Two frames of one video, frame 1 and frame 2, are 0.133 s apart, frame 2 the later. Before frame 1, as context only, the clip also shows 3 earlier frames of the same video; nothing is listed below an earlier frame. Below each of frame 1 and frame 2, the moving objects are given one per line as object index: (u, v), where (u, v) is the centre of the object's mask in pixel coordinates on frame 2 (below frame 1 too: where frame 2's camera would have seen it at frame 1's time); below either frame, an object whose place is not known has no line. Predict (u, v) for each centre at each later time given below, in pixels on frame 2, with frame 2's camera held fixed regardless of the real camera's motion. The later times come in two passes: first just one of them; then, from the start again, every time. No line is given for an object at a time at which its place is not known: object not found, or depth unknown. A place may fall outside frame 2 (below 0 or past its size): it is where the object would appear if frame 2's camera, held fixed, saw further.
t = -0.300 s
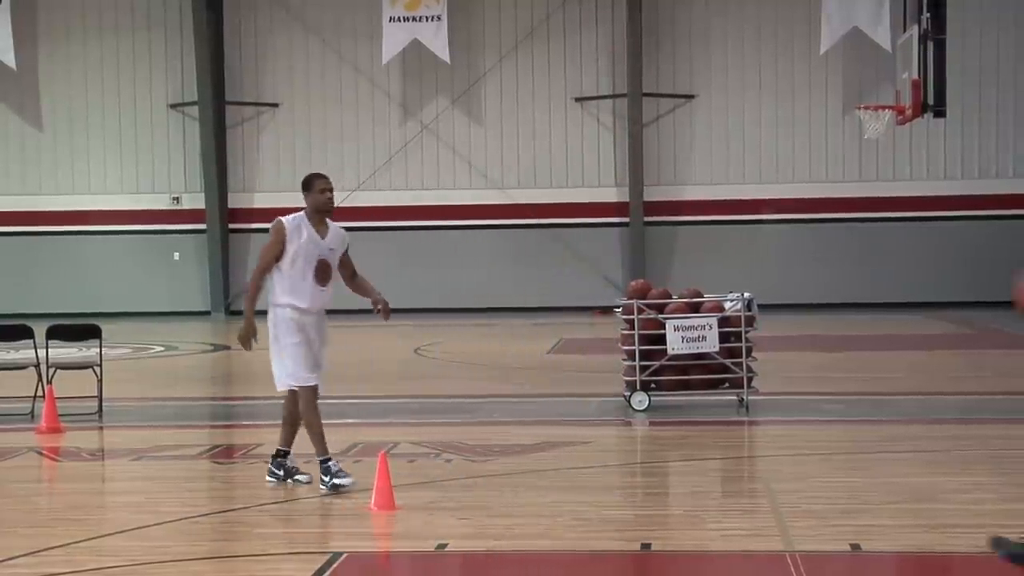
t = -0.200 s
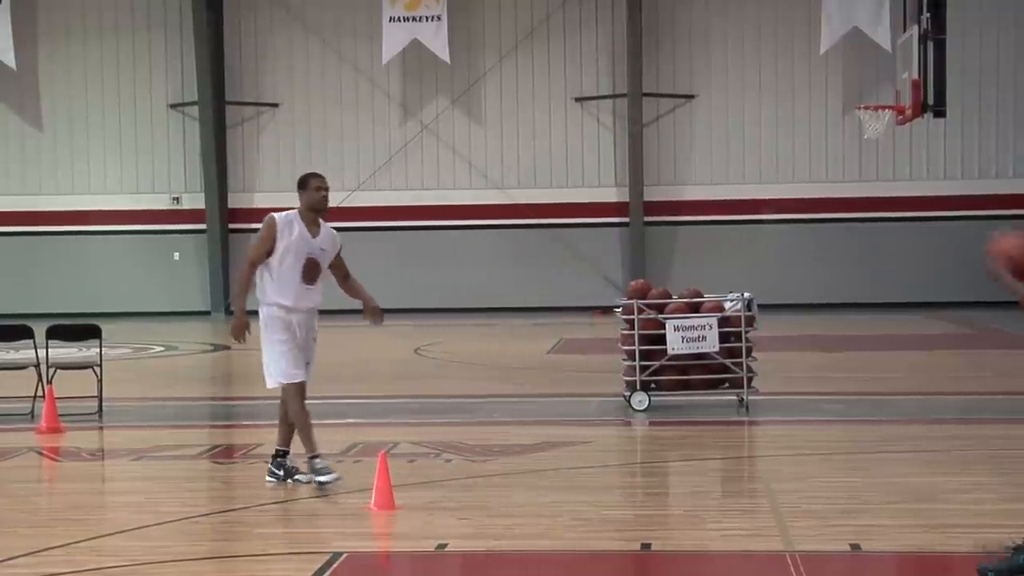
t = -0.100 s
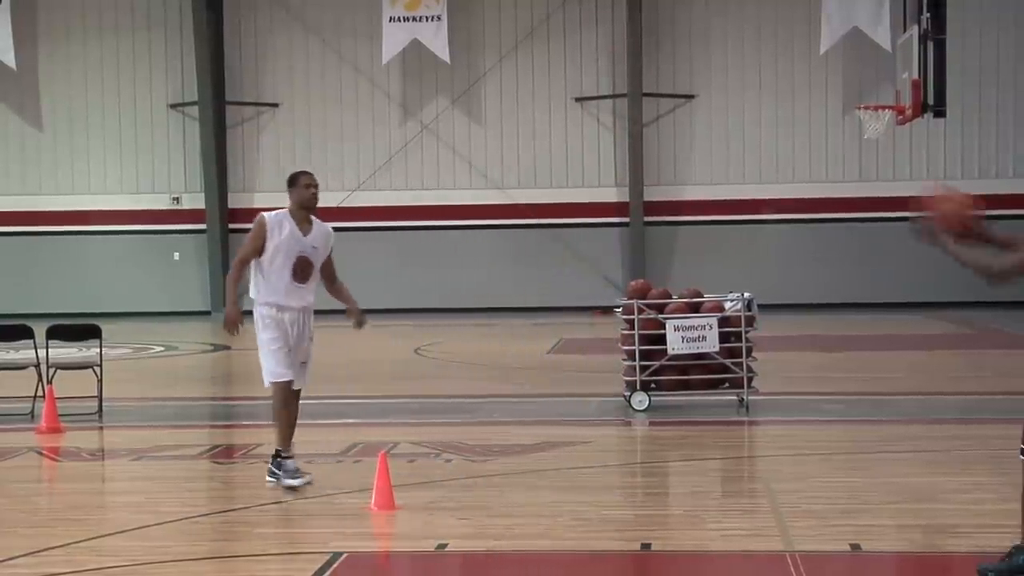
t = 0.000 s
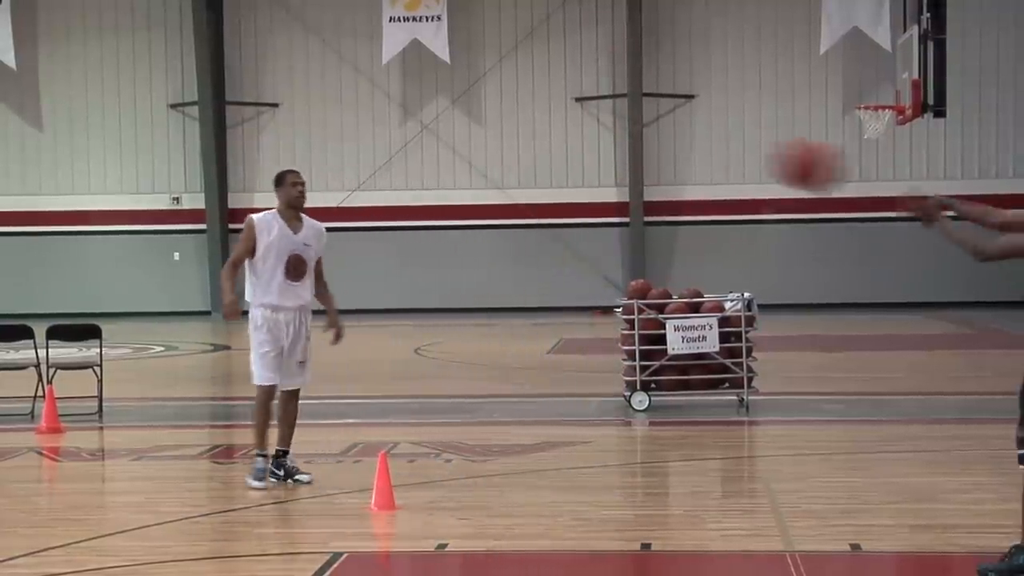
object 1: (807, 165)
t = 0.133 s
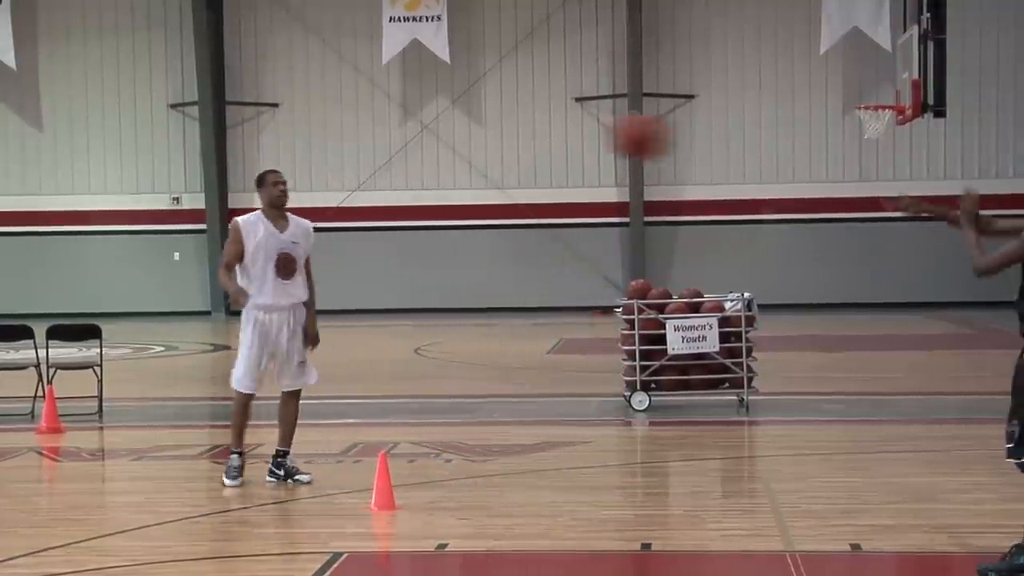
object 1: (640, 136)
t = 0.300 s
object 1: (466, 150)
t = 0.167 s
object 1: (600, 135)
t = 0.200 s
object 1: (565, 136)
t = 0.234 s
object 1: (530, 138)
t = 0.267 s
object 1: (498, 144)
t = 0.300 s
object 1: (466, 150)
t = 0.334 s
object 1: (434, 159)
